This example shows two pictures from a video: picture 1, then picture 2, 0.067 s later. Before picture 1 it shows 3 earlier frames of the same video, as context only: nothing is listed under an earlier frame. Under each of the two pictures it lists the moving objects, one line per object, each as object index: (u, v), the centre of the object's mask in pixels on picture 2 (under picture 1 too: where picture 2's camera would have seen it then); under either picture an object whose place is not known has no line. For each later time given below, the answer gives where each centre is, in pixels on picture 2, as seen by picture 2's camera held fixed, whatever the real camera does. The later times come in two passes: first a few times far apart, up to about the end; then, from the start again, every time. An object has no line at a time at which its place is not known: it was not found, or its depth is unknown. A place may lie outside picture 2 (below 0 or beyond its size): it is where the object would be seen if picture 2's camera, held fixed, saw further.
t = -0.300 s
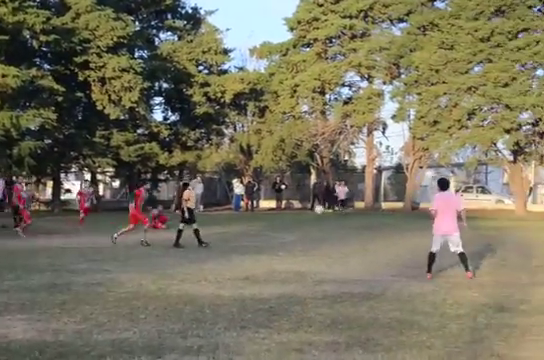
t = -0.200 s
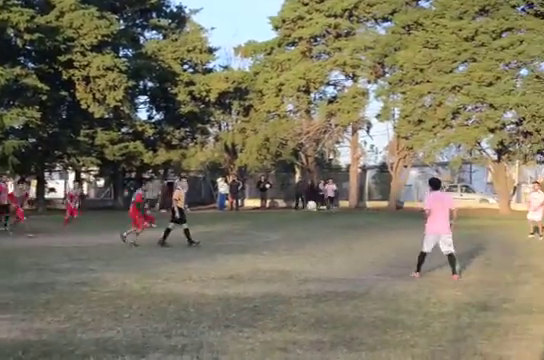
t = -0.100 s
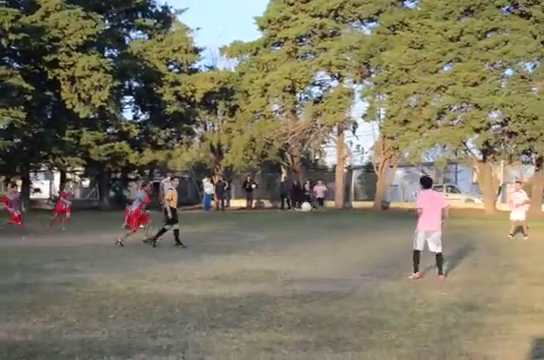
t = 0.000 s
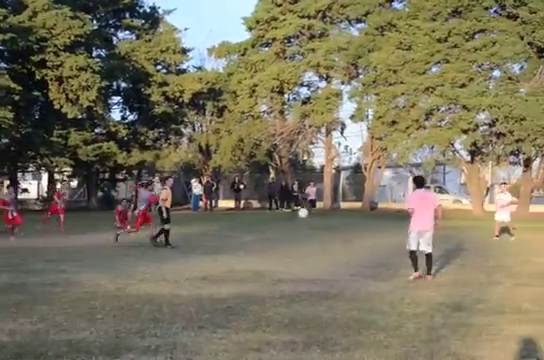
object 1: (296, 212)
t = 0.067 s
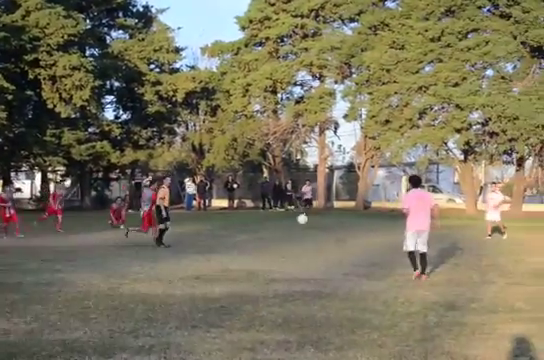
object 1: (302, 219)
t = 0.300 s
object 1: (323, 246)
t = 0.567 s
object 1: (350, 229)
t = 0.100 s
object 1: (305, 223)
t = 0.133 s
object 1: (308, 228)
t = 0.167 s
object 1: (311, 233)
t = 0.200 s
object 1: (314, 240)
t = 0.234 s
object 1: (317, 246)
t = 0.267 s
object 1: (321, 251)
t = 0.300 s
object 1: (323, 246)
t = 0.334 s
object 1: (327, 242)
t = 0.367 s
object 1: (330, 239)
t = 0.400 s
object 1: (333, 235)
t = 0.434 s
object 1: (337, 233)
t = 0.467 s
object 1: (340, 231)
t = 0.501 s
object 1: (343, 229)
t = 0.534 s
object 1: (347, 228)
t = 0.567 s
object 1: (350, 229)
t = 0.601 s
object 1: (354, 229)
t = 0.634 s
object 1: (358, 230)
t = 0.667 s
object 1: (362, 231)
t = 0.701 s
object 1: (365, 233)
